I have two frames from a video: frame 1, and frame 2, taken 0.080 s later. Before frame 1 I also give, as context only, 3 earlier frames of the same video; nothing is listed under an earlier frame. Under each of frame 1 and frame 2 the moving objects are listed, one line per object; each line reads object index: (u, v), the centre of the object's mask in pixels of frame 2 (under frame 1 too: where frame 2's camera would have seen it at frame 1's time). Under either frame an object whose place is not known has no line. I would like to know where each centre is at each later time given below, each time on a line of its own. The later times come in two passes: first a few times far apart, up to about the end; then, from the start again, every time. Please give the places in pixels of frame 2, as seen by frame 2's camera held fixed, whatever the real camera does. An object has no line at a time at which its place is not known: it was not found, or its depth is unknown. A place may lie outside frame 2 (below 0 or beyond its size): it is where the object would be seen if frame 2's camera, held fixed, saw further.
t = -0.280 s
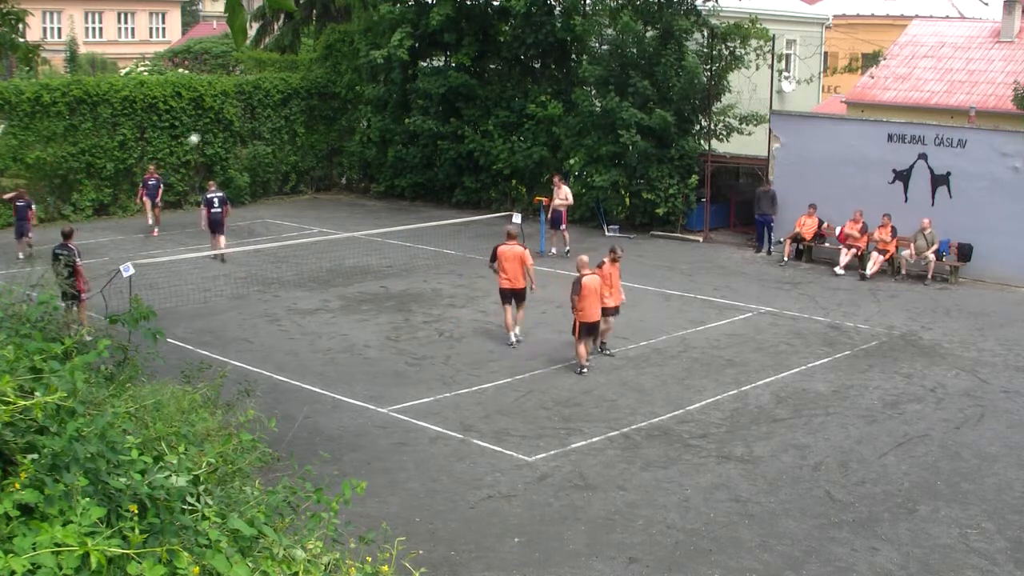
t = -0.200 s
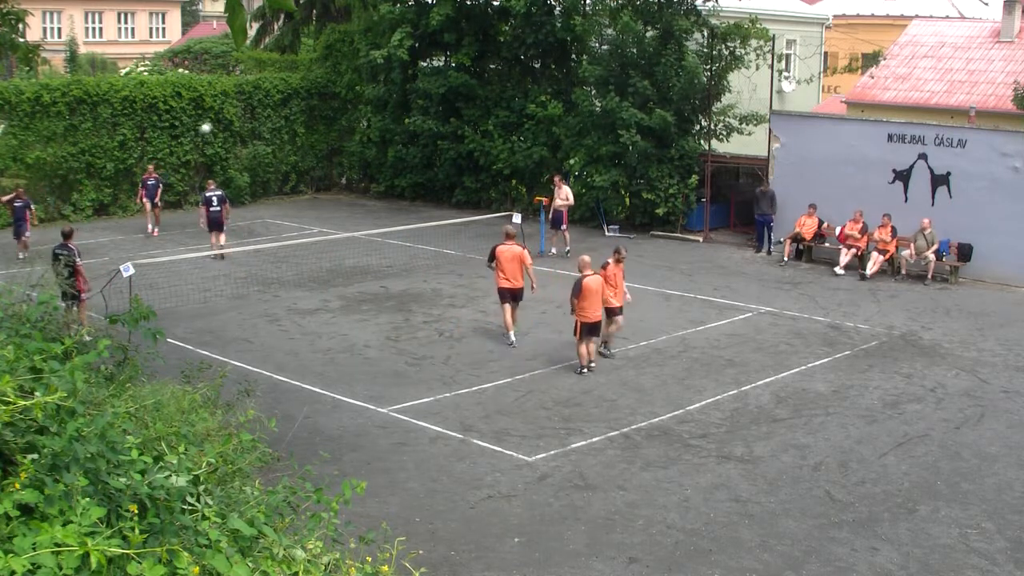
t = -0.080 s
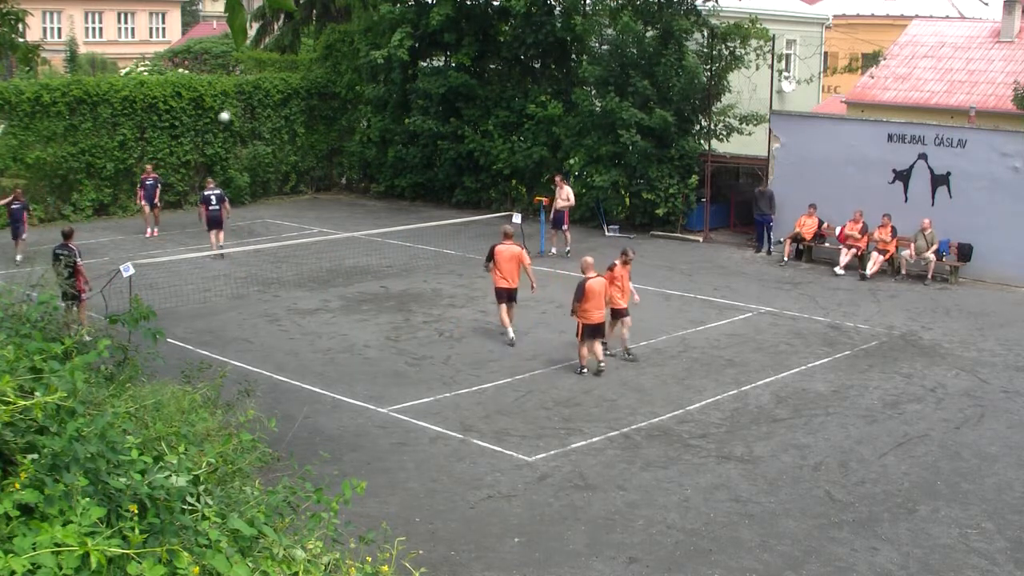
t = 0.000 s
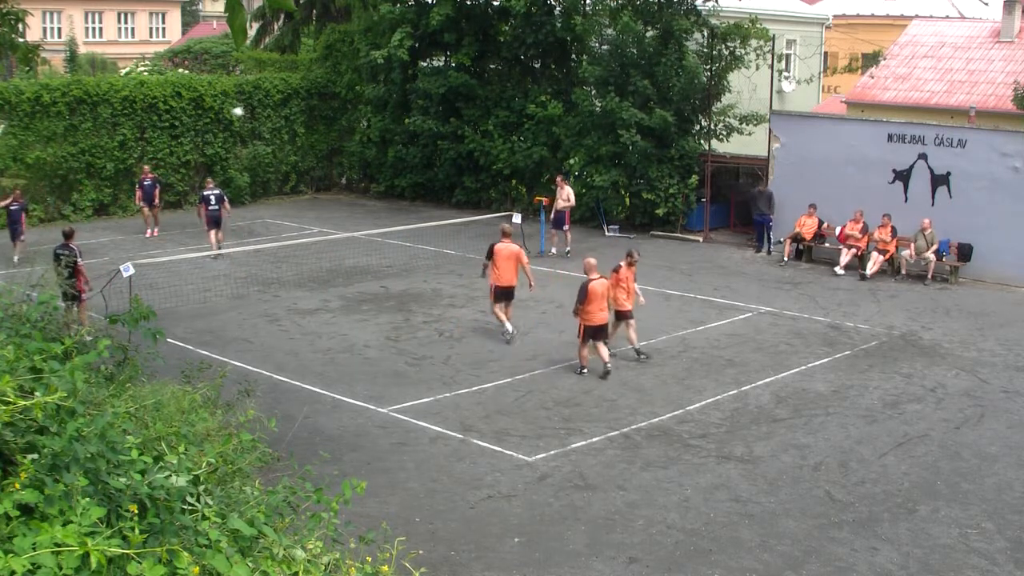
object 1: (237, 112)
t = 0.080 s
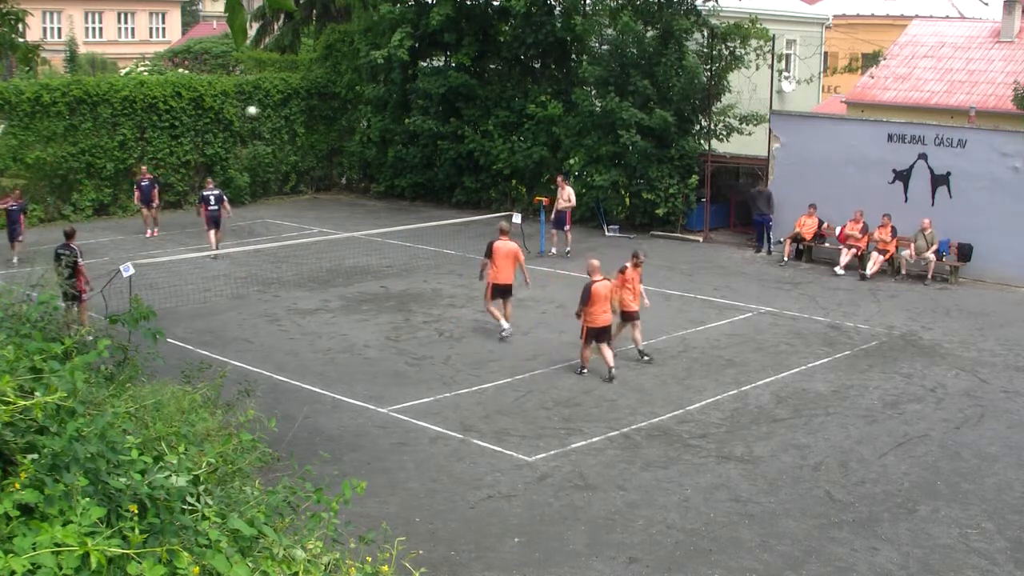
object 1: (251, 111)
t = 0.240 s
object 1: (281, 117)
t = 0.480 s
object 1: (329, 155)
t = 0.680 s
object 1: (372, 211)
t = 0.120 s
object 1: (259, 111)
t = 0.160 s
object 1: (265, 112)
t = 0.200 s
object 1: (273, 114)
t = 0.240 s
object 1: (281, 117)
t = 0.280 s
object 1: (289, 121)
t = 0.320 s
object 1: (296, 126)
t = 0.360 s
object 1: (304, 132)
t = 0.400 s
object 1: (312, 139)
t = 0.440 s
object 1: (321, 146)
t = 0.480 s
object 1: (329, 155)
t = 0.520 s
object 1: (337, 164)
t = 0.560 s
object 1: (346, 176)
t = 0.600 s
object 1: (354, 186)
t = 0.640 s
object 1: (364, 198)
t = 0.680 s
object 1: (372, 211)
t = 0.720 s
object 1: (380, 224)
